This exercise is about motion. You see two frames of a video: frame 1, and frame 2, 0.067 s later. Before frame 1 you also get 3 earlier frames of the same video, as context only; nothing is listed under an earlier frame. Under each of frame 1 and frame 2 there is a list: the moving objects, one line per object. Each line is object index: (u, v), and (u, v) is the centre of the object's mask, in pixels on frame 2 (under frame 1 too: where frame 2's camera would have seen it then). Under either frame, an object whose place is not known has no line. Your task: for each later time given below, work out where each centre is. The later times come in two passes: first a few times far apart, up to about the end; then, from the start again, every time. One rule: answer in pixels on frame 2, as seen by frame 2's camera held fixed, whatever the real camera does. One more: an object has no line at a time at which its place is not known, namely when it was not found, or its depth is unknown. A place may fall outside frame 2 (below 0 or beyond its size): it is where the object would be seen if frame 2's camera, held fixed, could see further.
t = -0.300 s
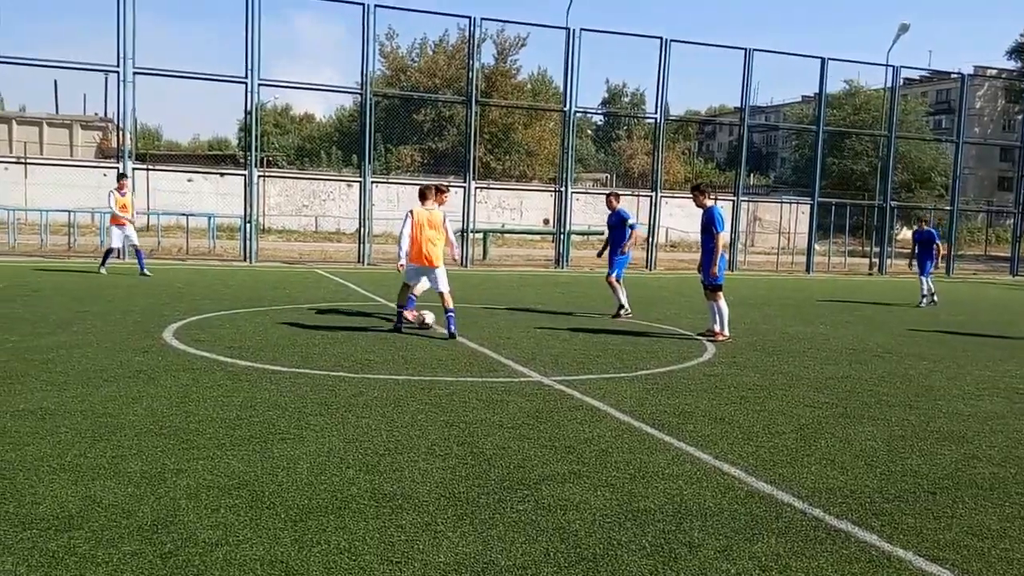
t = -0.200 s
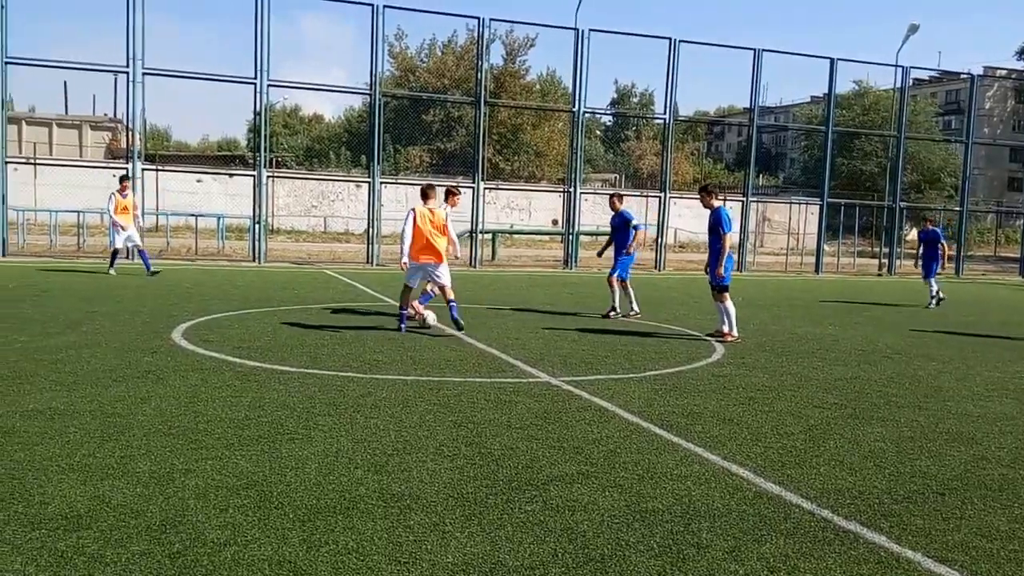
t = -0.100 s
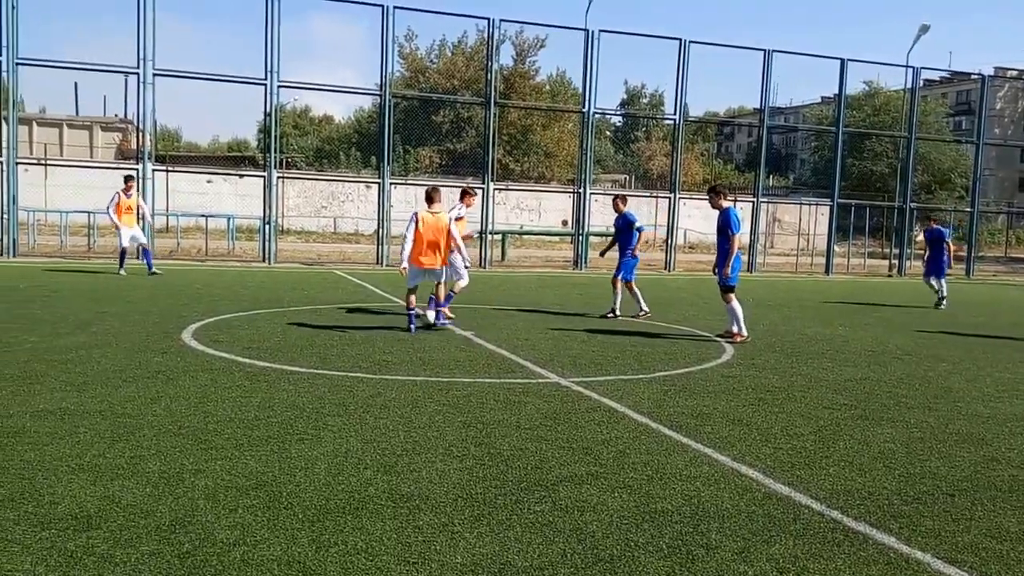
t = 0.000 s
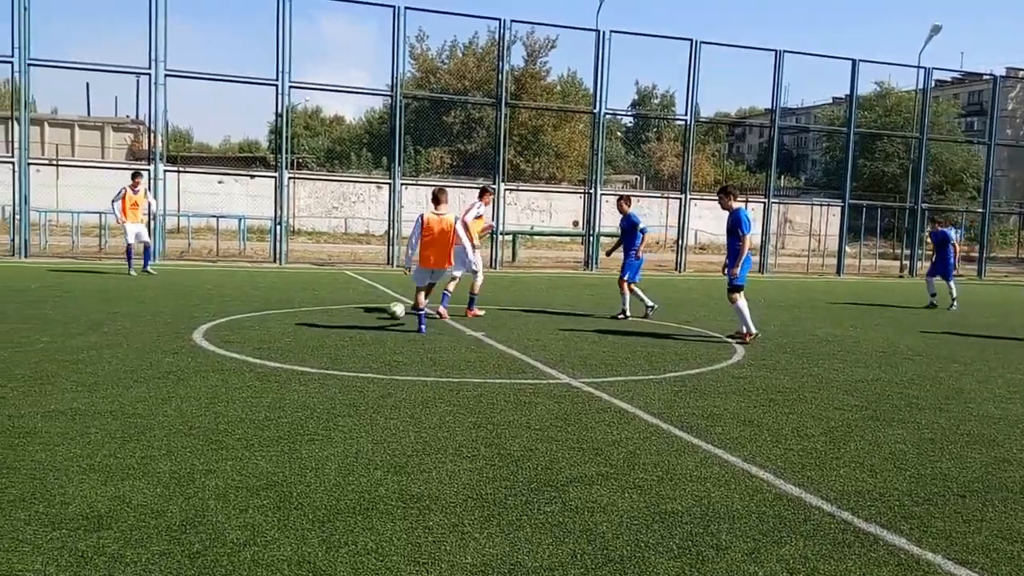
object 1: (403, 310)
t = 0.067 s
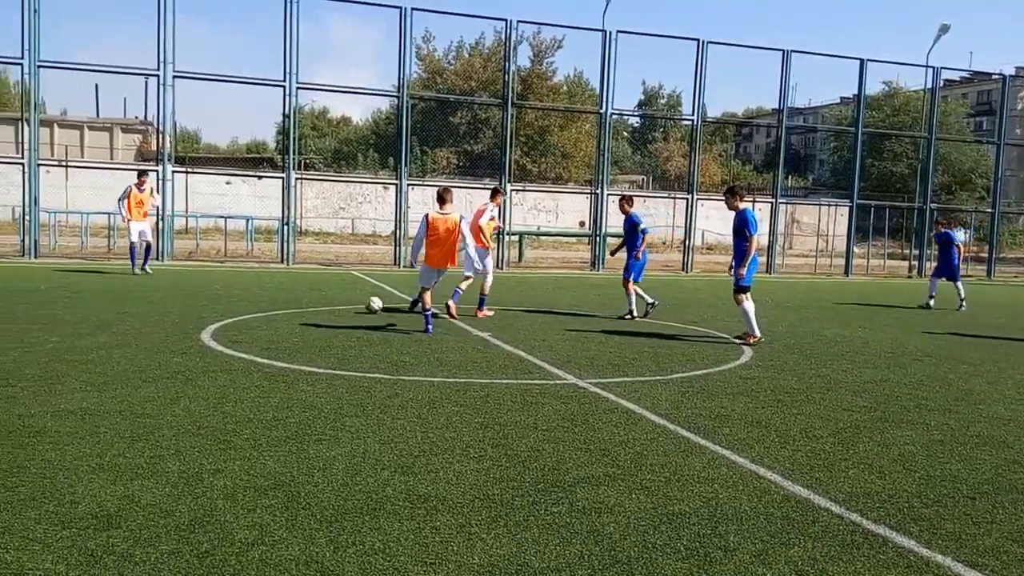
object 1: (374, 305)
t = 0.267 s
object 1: (304, 292)
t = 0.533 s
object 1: (242, 279)
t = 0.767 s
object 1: (202, 273)
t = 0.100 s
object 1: (361, 302)
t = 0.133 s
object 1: (347, 300)
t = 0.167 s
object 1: (336, 297)
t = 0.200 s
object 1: (325, 295)
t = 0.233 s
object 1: (314, 293)
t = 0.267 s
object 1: (304, 292)
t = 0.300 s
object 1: (295, 289)
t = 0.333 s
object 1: (286, 288)
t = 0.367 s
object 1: (277, 286)
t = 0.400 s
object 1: (270, 284)
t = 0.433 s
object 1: (262, 283)
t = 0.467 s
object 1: (255, 282)
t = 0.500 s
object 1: (248, 280)
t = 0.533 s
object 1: (242, 279)
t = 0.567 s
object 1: (236, 278)
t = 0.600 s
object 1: (230, 278)
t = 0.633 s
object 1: (224, 277)
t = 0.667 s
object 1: (218, 275)
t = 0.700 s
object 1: (213, 274)
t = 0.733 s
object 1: (207, 274)
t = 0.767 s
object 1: (202, 273)
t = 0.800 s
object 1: (197, 272)
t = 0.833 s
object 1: (192, 271)
